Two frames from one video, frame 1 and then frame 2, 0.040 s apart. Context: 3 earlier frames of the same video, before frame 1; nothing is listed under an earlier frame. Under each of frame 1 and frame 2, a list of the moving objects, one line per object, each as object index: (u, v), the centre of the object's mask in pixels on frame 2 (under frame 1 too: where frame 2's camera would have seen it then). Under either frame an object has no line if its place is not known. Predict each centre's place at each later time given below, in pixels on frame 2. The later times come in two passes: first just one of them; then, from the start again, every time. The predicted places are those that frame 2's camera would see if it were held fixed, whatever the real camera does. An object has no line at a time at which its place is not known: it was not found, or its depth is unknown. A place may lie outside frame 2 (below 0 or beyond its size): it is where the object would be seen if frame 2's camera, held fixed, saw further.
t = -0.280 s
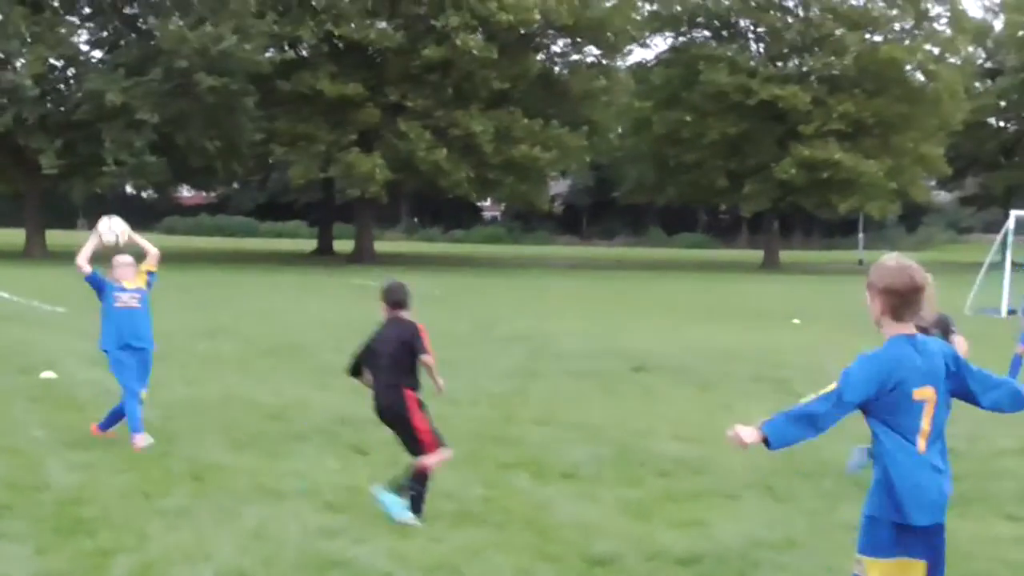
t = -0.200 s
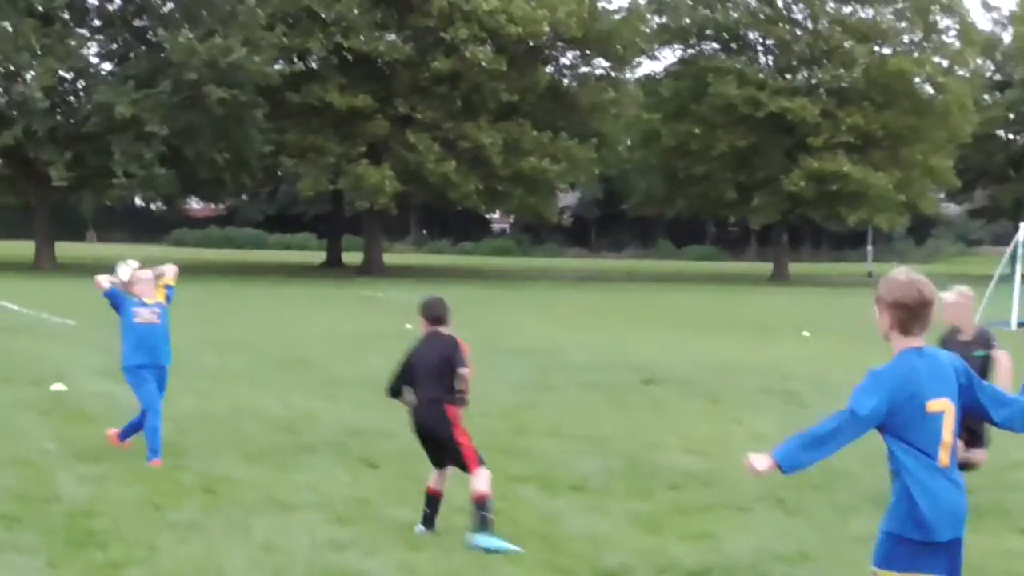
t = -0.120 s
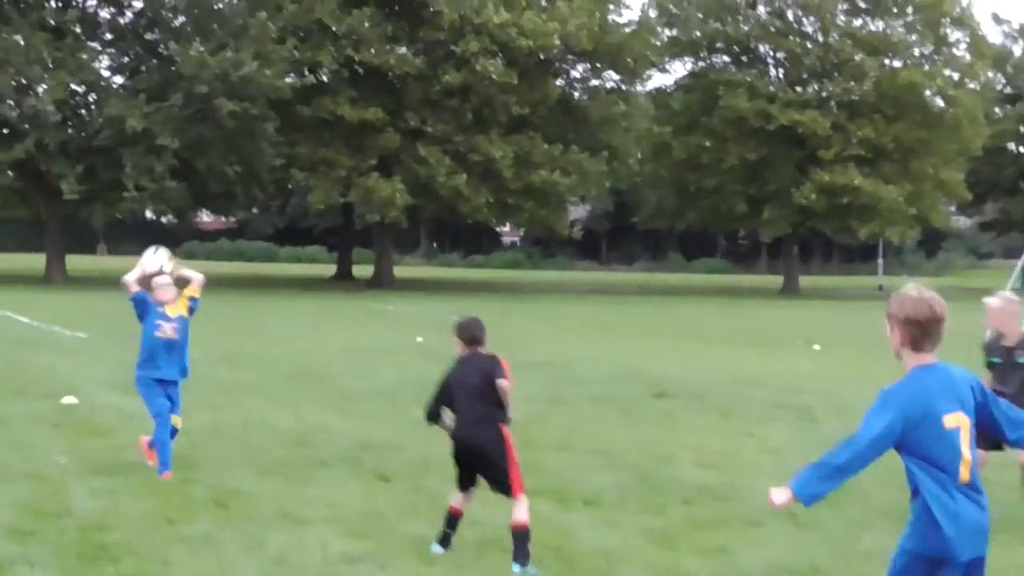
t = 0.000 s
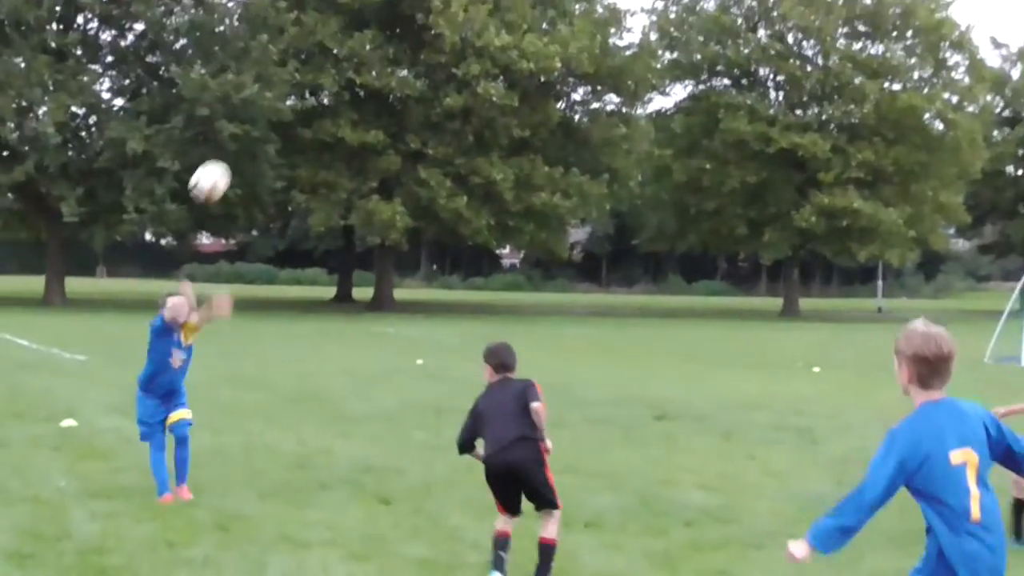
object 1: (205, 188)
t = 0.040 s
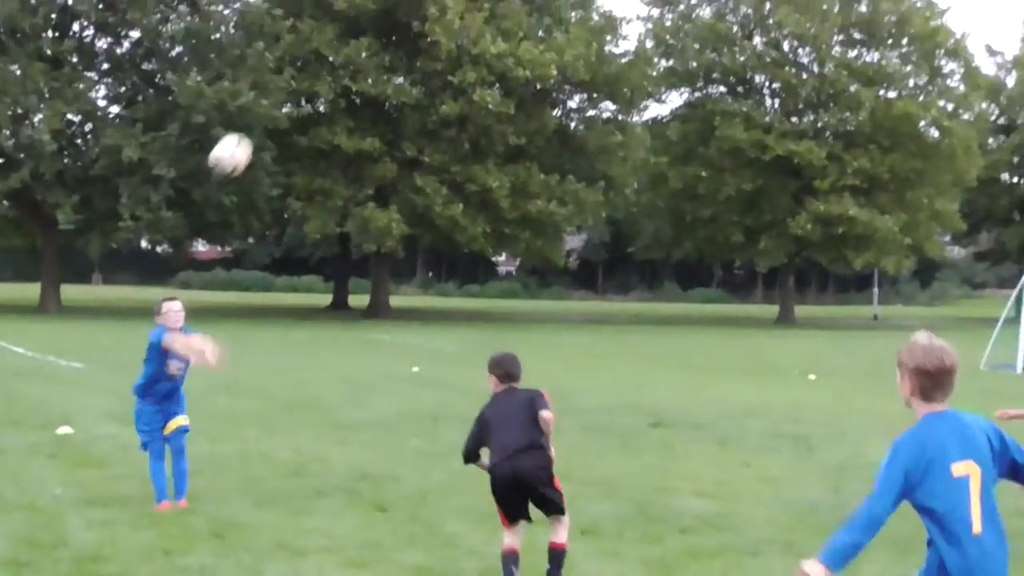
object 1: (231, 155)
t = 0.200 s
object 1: (344, 28)
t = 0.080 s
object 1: (256, 121)
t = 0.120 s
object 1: (283, 90)
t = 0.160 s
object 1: (313, 57)
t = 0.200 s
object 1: (344, 28)
